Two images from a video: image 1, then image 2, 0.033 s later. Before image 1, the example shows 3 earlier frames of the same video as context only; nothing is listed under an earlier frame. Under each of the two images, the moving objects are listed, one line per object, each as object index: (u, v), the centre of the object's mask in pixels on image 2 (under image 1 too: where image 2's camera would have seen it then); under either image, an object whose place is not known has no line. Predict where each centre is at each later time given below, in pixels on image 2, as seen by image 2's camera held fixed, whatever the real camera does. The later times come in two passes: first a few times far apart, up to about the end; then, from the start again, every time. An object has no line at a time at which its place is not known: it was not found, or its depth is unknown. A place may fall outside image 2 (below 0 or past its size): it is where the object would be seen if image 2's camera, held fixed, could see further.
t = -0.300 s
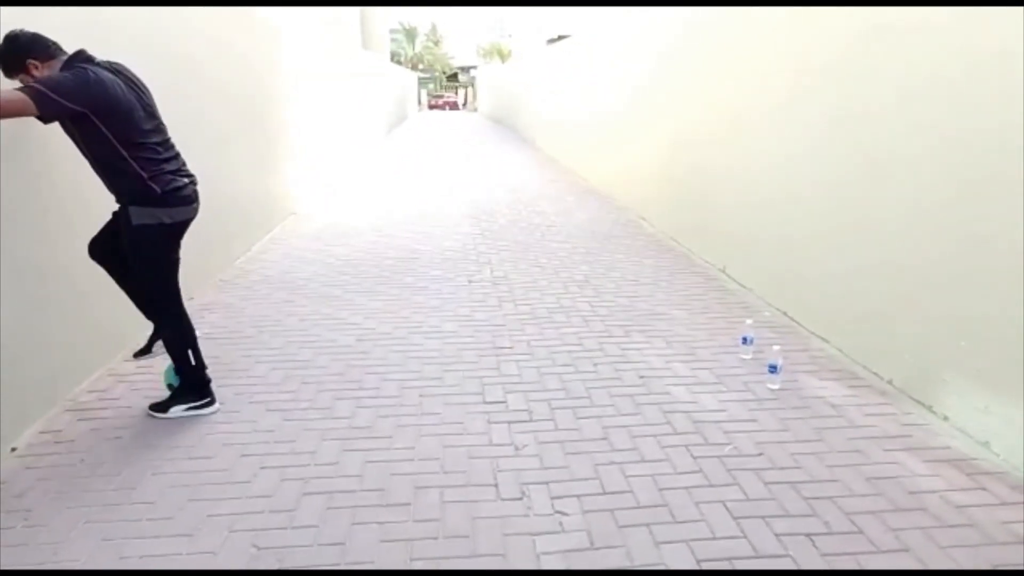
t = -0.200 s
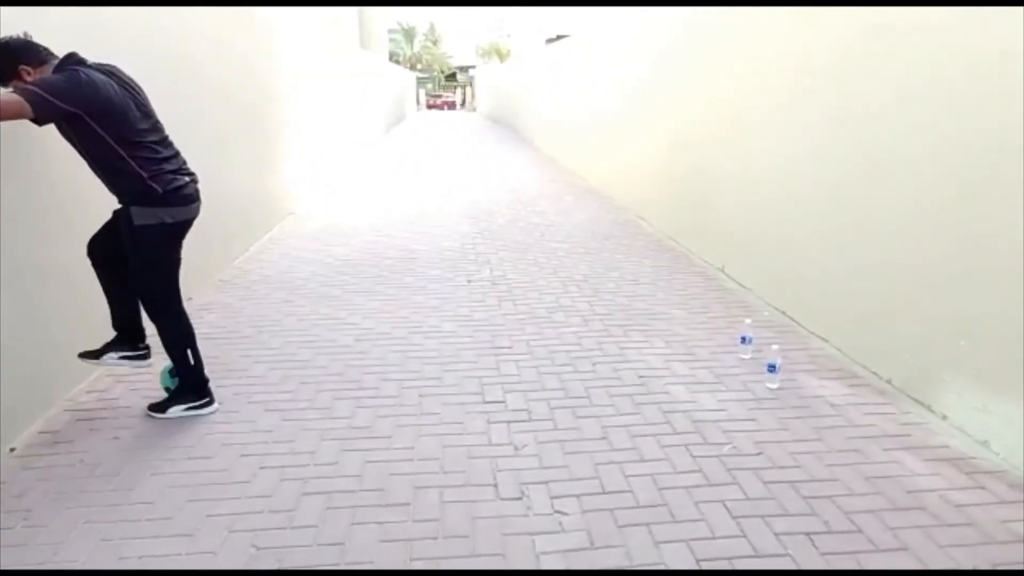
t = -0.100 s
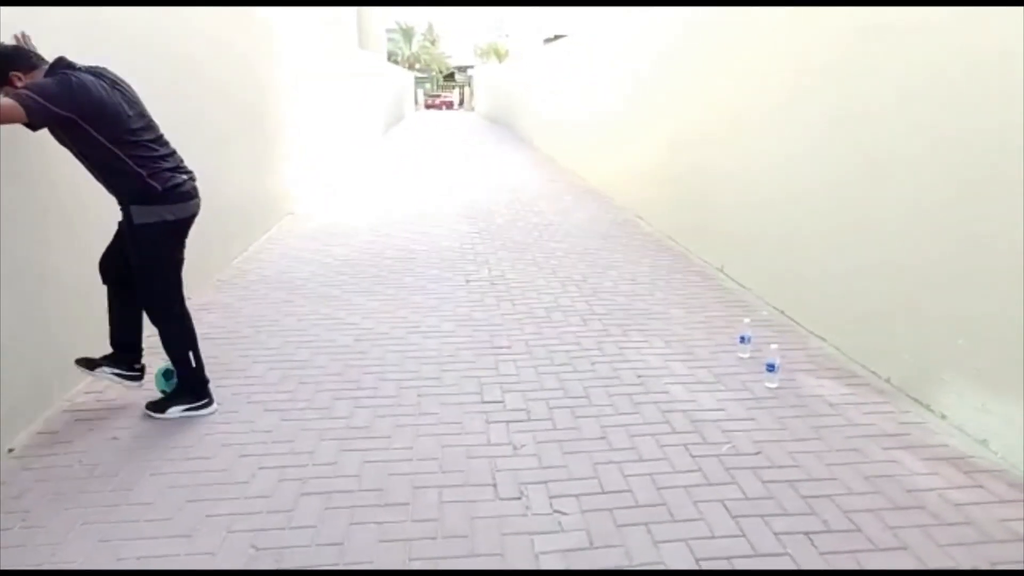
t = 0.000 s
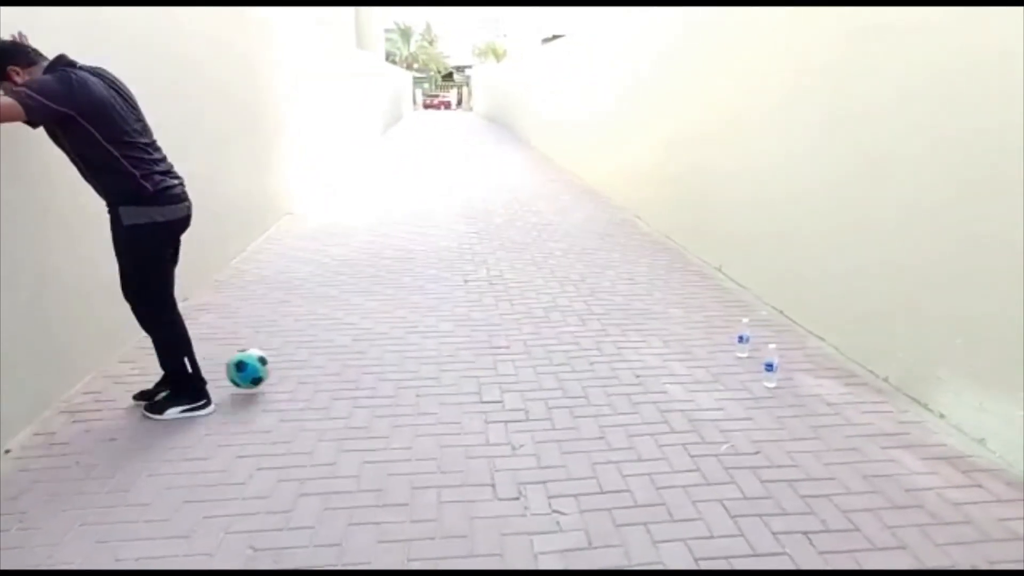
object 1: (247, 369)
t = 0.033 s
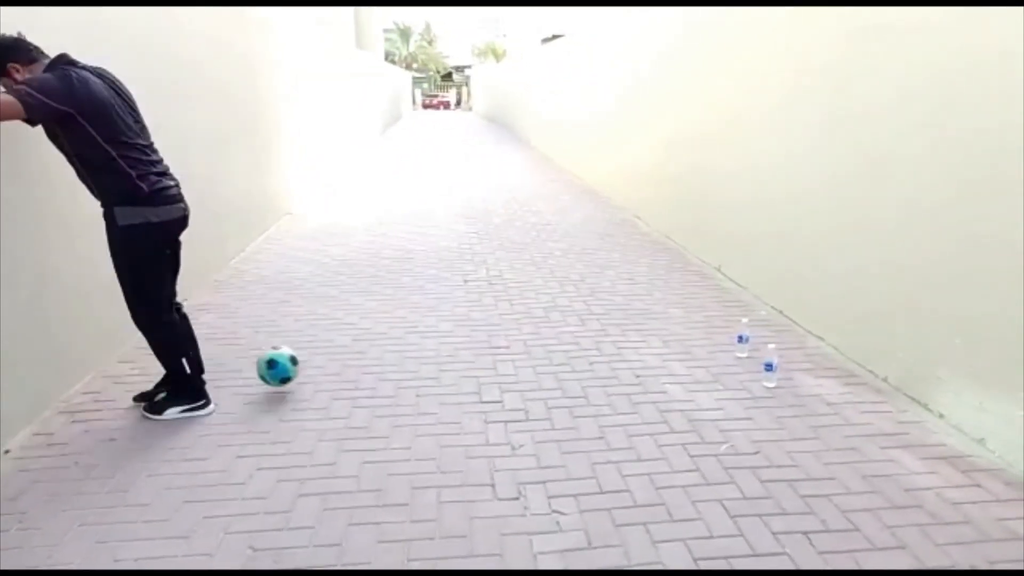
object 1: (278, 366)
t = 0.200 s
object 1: (408, 363)
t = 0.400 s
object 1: (514, 357)
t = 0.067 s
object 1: (308, 366)
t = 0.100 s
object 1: (336, 367)
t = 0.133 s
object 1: (364, 370)
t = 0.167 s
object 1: (387, 365)
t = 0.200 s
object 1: (408, 363)
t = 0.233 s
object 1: (429, 362)
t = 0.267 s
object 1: (448, 363)
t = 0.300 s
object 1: (465, 361)
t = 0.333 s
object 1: (481, 359)
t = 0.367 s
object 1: (497, 357)
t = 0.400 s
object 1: (514, 357)
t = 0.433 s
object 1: (530, 355)
